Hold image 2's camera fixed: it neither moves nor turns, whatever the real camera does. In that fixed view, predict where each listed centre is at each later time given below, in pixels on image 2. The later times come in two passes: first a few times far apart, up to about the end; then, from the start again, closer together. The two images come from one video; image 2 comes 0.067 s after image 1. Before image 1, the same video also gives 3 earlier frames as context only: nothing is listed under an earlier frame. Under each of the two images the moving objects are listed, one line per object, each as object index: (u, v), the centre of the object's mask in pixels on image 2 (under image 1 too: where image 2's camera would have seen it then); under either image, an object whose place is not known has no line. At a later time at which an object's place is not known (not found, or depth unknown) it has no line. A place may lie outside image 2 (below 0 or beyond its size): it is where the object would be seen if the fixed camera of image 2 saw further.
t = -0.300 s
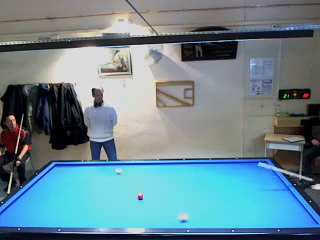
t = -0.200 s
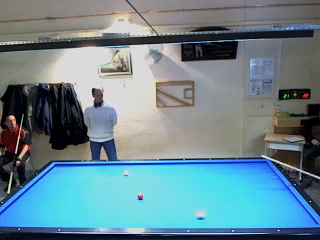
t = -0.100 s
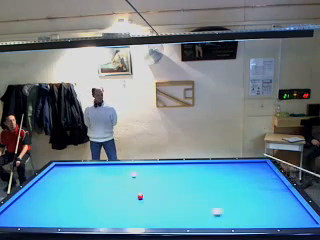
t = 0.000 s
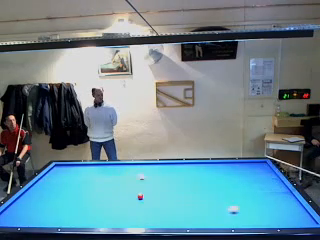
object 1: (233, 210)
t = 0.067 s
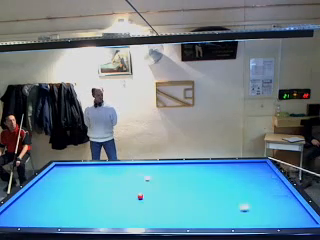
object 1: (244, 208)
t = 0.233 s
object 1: (269, 203)
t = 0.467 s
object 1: (286, 196)
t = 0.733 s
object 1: (255, 187)
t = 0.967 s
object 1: (233, 181)
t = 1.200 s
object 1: (215, 175)
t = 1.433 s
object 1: (198, 170)
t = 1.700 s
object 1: (180, 165)
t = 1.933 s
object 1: (168, 165)
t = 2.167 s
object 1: (155, 169)
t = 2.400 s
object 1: (142, 172)
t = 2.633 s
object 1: (131, 174)
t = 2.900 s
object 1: (114, 178)
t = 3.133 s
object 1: (99, 181)
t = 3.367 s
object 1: (85, 185)
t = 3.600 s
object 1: (70, 188)
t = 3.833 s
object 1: (56, 191)
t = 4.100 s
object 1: (38, 196)
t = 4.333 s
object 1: (22, 200)
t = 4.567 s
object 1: (18, 203)
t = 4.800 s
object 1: (20, 207)
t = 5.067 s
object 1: (24, 212)
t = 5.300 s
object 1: (27, 217)
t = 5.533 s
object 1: (30, 220)
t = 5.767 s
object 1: (36, 221)
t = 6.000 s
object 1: (44, 220)
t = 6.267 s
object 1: (53, 217)
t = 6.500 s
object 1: (60, 215)
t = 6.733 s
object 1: (68, 212)
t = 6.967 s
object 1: (74, 211)
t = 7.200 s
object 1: (80, 209)
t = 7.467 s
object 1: (87, 207)
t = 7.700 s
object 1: (92, 205)
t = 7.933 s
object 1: (97, 203)
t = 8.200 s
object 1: (103, 202)
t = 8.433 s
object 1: (107, 200)
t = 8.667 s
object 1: (110, 199)
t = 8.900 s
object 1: (115, 197)
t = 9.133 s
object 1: (118, 197)
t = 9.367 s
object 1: (121, 196)
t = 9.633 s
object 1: (124, 195)
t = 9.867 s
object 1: (127, 195)
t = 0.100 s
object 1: (249, 207)
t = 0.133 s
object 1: (254, 206)
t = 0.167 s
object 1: (259, 205)
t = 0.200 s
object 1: (264, 204)
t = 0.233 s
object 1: (269, 203)
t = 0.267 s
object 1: (274, 202)
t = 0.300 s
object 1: (279, 201)
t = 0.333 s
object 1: (283, 200)
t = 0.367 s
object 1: (288, 200)
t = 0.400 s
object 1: (293, 199)
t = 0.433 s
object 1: (291, 197)
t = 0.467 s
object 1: (286, 196)
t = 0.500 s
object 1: (281, 195)
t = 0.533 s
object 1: (277, 194)
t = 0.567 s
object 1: (272, 193)
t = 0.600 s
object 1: (269, 192)
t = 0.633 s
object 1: (265, 191)
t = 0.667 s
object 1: (262, 190)
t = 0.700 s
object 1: (258, 189)
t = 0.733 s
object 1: (255, 187)
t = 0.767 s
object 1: (251, 187)
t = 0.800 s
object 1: (249, 186)
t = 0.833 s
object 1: (245, 184)
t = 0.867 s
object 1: (242, 184)
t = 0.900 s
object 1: (239, 183)
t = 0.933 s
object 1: (236, 182)
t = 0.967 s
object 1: (233, 181)
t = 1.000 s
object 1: (231, 180)
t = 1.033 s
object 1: (228, 179)
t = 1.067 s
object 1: (225, 179)
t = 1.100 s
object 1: (223, 178)
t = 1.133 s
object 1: (220, 178)
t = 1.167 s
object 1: (217, 176)
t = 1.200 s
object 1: (215, 175)
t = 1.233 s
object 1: (212, 174)
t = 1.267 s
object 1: (208, 174)
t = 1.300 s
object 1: (207, 173)
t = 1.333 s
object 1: (204, 172)
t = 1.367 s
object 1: (202, 172)
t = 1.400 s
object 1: (200, 171)
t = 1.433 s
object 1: (198, 170)
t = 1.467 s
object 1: (195, 169)
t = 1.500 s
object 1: (193, 169)
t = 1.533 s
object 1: (191, 167)
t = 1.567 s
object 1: (188, 167)
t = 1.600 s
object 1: (187, 167)
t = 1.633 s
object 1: (185, 166)
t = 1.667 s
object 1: (182, 166)
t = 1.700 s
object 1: (180, 165)
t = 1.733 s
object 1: (178, 164)
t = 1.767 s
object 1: (176, 164)
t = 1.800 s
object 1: (174, 164)
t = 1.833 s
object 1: (172, 164)
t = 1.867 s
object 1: (171, 165)
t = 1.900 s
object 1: (169, 165)
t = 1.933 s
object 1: (168, 165)
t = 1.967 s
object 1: (166, 166)
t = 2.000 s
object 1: (164, 166)
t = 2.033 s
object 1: (162, 166)
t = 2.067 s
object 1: (160, 167)
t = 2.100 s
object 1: (159, 167)
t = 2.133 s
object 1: (157, 167)
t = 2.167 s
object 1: (155, 169)
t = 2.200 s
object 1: (153, 169)
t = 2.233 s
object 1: (152, 169)
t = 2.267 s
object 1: (150, 170)
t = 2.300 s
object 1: (148, 170)
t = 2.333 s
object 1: (145, 171)
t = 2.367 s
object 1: (143, 172)
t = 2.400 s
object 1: (142, 172)
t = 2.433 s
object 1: (141, 172)
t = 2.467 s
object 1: (138, 173)
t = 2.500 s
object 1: (137, 173)
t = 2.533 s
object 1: (135, 173)
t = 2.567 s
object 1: (131, 174)
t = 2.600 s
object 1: (131, 174)
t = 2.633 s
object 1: (131, 174)
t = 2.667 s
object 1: (128, 175)
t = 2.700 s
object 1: (126, 176)
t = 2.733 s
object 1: (124, 176)
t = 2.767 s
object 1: (122, 177)
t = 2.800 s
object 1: (120, 177)
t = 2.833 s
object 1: (118, 178)
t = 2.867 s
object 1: (115, 178)
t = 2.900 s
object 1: (114, 178)
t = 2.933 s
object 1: (112, 179)
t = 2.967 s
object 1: (109, 179)
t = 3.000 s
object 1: (108, 180)
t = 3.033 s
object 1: (105, 180)
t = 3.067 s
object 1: (104, 181)
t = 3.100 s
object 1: (102, 181)
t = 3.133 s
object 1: (99, 181)
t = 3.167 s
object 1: (98, 182)
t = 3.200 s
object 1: (96, 182)
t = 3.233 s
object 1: (93, 183)
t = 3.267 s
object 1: (91, 183)
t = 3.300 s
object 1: (89, 184)
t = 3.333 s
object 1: (87, 184)
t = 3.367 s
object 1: (85, 185)
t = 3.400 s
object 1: (83, 185)
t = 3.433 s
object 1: (81, 186)
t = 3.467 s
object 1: (79, 186)
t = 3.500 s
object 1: (76, 187)
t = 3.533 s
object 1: (75, 187)
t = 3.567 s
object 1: (73, 187)
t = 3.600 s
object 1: (70, 188)
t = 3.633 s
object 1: (68, 188)
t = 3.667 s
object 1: (66, 189)
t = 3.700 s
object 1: (64, 189)
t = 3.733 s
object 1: (62, 190)
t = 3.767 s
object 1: (60, 191)
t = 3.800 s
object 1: (58, 191)
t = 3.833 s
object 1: (56, 191)
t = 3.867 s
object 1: (53, 192)
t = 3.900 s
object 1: (51, 192)
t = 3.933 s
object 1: (49, 193)
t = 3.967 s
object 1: (47, 194)
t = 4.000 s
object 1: (44, 194)
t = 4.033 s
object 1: (42, 195)
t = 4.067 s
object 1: (40, 195)
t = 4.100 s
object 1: (38, 196)
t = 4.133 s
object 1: (36, 196)
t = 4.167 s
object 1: (34, 196)
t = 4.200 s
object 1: (31, 197)
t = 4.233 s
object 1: (29, 198)
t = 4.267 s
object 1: (27, 198)
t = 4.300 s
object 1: (25, 199)
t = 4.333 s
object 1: (22, 200)
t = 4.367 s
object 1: (20, 200)
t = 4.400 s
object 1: (18, 200)
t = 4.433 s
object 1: (16, 201)
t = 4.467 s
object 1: (17, 201)
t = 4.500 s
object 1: (17, 202)
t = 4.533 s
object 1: (17, 203)
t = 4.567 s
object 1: (18, 203)
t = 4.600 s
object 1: (18, 204)
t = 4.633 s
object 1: (18, 204)
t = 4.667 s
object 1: (19, 205)
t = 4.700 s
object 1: (19, 205)
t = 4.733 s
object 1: (20, 206)
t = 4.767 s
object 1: (20, 207)
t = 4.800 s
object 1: (20, 207)
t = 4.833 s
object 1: (21, 208)
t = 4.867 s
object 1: (21, 209)
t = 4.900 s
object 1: (21, 209)
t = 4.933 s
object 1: (22, 210)
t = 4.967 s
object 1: (22, 210)
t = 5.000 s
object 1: (23, 211)
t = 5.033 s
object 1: (23, 212)
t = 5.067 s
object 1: (24, 212)
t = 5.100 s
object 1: (24, 213)
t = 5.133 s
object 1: (25, 213)
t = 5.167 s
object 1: (25, 214)
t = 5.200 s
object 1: (25, 215)
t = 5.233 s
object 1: (26, 215)
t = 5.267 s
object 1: (26, 216)
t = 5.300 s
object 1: (27, 217)
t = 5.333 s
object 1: (27, 217)
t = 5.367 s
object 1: (27, 218)
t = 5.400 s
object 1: (28, 219)
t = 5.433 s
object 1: (29, 219)
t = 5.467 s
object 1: (29, 220)
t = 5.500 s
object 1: (30, 220)
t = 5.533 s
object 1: (30, 220)
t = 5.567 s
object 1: (31, 221)
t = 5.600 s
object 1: (31, 221)
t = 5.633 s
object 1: (31, 222)
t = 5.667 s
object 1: (32, 222)
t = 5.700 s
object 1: (34, 221)
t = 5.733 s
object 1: (35, 221)
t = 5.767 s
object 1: (36, 221)
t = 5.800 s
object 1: (38, 221)
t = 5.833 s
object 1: (39, 221)
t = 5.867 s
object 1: (40, 220)
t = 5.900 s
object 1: (41, 220)
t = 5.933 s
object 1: (42, 220)
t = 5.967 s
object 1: (43, 220)
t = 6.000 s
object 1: (44, 220)
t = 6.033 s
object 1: (45, 220)
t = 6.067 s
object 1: (46, 219)
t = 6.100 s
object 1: (47, 219)
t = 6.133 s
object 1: (48, 219)
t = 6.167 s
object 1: (50, 218)
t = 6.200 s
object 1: (51, 218)
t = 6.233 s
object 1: (52, 217)
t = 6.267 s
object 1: (53, 217)
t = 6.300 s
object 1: (54, 217)
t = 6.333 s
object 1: (55, 216)
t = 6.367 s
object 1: (56, 216)
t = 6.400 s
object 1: (57, 216)
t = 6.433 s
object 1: (58, 215)
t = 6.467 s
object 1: (59, 215)
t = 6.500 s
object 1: (60, 215)
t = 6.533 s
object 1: (62, 214)
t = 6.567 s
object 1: (63, 214)
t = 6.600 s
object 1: (63, 214)
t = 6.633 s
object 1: (65, 213)
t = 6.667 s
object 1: (66, 213)
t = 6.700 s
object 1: (67, 213)
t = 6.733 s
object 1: (68, 212)
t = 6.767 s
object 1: (68, 212)
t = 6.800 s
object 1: (69, 212)
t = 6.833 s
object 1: (70, 212)
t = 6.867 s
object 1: (71, 212)
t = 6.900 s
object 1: (72, 211)
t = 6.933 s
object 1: (73, 211)
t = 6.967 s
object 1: (74, 211)
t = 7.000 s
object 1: (75, 210)
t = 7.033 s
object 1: (76, 210)
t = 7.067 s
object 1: (76, 210)
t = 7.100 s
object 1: (77, 210)
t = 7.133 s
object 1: (78, 209)
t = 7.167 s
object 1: (79, 209)
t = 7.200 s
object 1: (80, 209)
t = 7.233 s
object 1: (81, 208)
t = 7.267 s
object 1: (82, 208)
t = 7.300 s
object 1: (82, 208)
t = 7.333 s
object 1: (83, 208)
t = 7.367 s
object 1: (84, 207)
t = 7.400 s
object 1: (85, 207)
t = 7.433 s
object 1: (86, 207)
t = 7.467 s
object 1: (87, 207)
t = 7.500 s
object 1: (87, 206)
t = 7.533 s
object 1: (89, 207)
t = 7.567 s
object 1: (89, 206)
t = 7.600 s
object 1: (90, 206)
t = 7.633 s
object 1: (91, 205)
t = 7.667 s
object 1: (91, 205)
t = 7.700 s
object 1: (92, 205)
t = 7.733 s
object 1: (92, 205)
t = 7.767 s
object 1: (93, 204)
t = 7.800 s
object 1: (94, 204)
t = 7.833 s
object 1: (95, 204)
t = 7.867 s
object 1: (95, 203)
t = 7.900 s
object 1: (96, 203)
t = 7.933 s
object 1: (97, 203)
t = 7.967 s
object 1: (98, 203)
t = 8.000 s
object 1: (98, 203)
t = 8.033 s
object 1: (99, 203)
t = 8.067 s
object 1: (99, 202)
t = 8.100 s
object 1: (100, 202)
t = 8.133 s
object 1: (101, 202)
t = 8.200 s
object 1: (103, 202)
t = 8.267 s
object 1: (104, 201)
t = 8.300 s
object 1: (104, 201)
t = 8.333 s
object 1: (105, 201)
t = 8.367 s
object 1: (105, 201)
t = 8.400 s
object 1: (106, 201)
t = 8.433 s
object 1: (107, 200)
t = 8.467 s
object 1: (107, 200)
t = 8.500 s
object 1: (108, 200)
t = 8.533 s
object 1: (108, 200)
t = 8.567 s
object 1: (109, 200)
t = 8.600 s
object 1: (109, 199)
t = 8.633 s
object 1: (110, 199)
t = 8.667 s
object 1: (110, 199)
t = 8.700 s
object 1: (111, 198)
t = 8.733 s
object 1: (112, 199)
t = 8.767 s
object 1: (112, 198)
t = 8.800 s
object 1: (113, 198)
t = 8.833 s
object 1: (114, 198)
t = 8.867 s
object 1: (114, 198)
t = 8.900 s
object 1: (115, 197)
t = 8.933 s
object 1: (115, 197)
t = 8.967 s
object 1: (116, 197)
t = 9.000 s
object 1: (116, 197)
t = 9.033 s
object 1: (116, 197)
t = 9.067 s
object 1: (117, 197)
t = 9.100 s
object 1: (118, 197)
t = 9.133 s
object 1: (118, 197)
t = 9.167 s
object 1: (118, 197)
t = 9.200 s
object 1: (119, 196)
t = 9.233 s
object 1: (119, 196)
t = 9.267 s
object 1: (120, 196)
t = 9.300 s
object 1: (120, 196)
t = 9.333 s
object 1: (121, 196)
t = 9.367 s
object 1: (121, 196)
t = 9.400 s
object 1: (122, 196)
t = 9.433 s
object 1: (122, 195)
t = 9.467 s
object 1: (122, 195)
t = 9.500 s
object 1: (123, 195)
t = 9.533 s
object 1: (123, 195)
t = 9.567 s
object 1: (124, 195)
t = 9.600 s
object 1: (124, 195)
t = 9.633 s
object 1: (124, 195)
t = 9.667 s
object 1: (125, 195)
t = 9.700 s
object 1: (125, 195)
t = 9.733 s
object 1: (126, 195)
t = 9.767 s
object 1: (126, 195)
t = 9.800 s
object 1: (127, 195)
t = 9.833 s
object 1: (127, 195)
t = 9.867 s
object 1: (127, 195)
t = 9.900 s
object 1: (128, 195)
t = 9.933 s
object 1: (128, 194)
